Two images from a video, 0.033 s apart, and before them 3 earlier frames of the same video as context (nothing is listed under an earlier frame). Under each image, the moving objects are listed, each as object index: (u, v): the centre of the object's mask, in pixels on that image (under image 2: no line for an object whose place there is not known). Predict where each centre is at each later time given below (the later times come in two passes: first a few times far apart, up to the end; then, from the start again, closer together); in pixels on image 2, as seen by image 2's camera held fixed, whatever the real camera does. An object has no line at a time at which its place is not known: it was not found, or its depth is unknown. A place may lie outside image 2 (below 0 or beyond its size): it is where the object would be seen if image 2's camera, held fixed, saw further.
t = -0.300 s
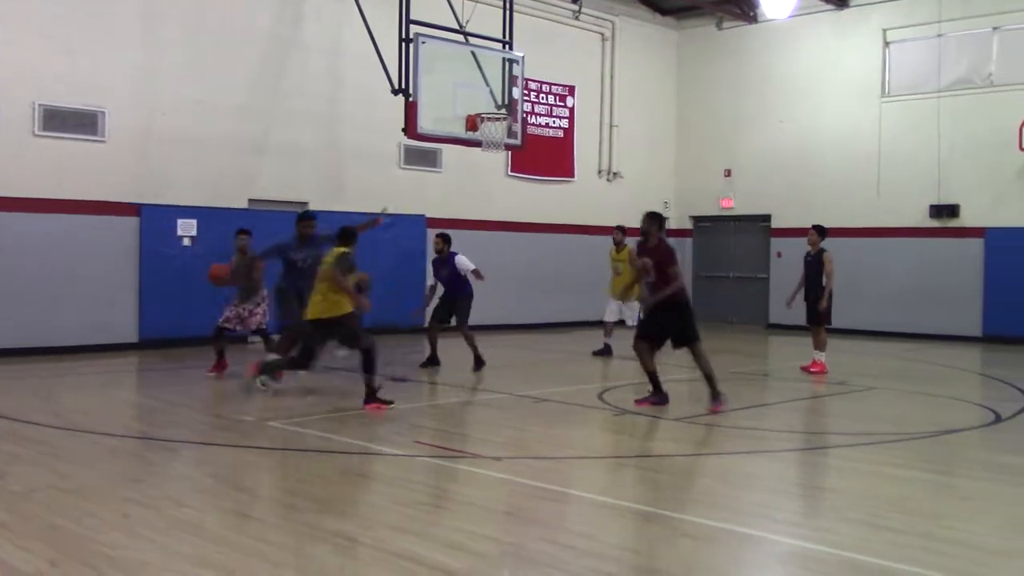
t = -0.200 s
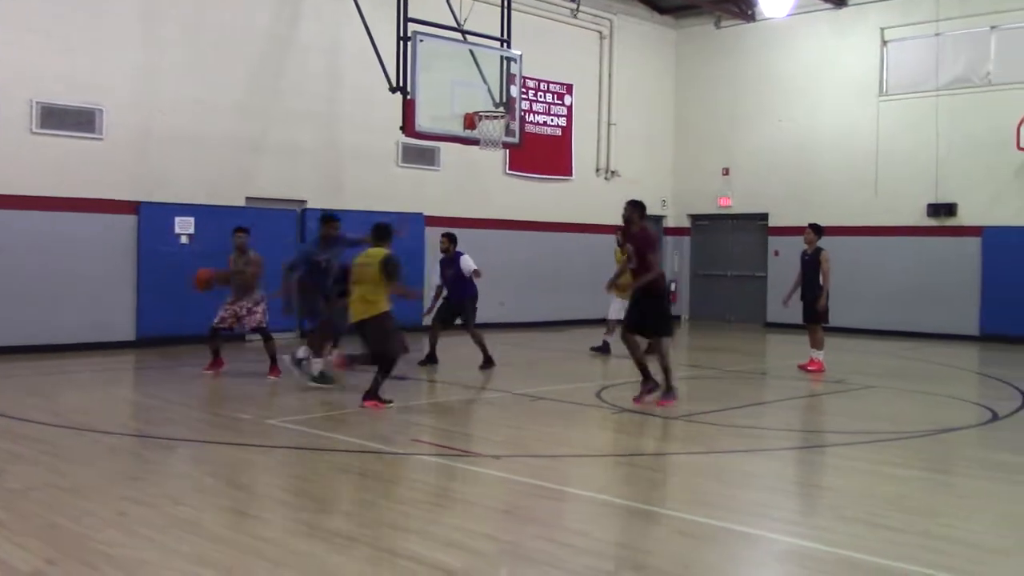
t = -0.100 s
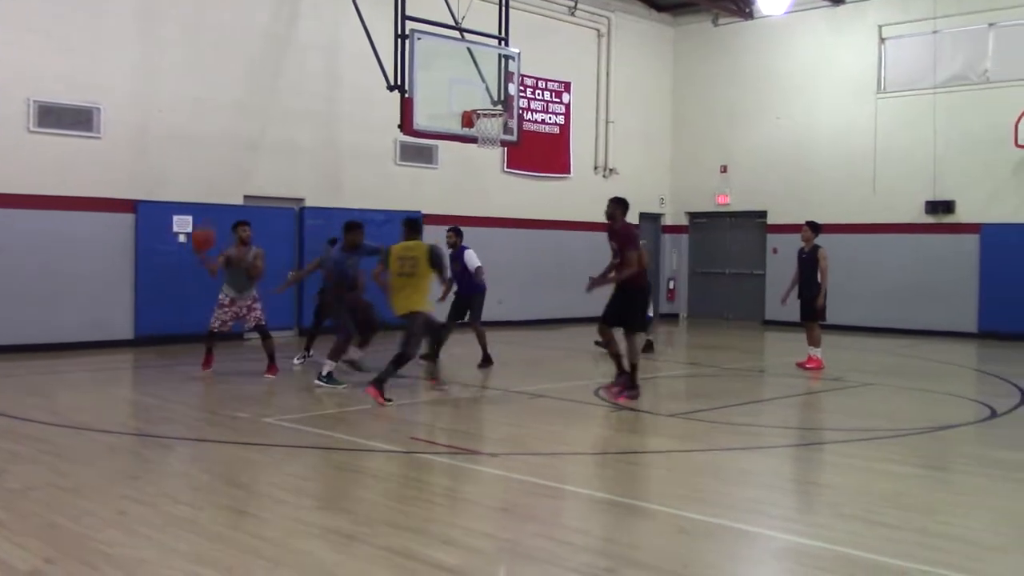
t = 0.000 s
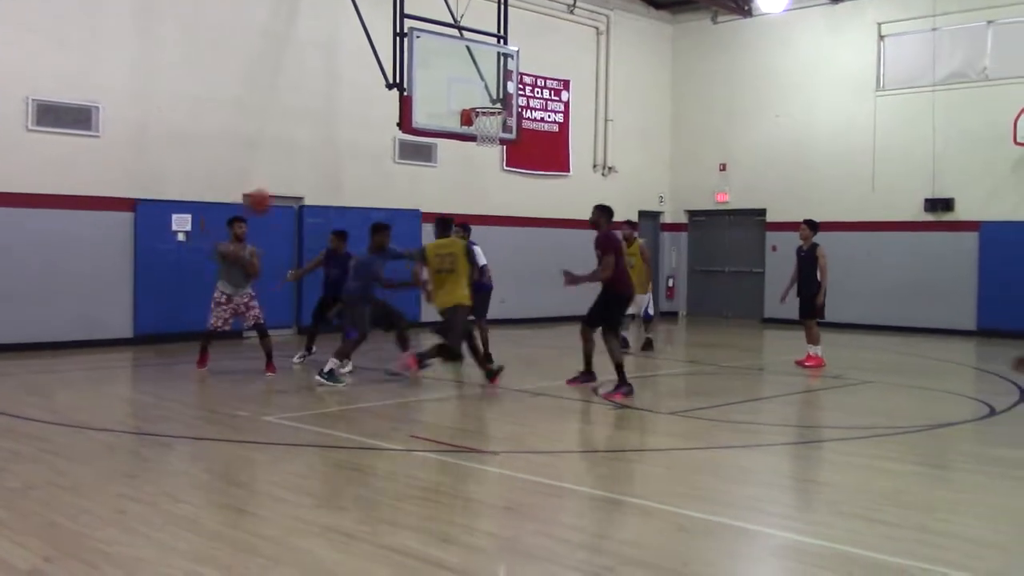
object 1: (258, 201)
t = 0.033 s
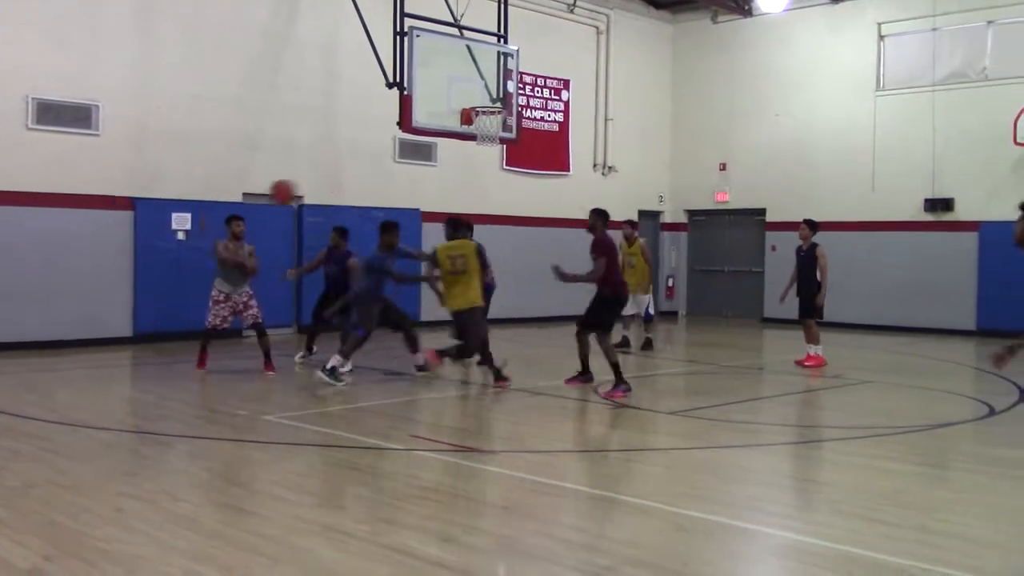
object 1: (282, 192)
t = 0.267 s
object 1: (484, 151)
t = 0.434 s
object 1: (678, 152)
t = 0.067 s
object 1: (308, 183)
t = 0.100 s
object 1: (334, 176)
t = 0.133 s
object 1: (362, 169)
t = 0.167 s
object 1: (389, 164)
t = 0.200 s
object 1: (422, 159)
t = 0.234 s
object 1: (452, 154)
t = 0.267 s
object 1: (484, 151)
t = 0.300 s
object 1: (523, 146)
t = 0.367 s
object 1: (597, 147)
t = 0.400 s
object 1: (635, 149)
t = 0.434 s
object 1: (678, 152)
